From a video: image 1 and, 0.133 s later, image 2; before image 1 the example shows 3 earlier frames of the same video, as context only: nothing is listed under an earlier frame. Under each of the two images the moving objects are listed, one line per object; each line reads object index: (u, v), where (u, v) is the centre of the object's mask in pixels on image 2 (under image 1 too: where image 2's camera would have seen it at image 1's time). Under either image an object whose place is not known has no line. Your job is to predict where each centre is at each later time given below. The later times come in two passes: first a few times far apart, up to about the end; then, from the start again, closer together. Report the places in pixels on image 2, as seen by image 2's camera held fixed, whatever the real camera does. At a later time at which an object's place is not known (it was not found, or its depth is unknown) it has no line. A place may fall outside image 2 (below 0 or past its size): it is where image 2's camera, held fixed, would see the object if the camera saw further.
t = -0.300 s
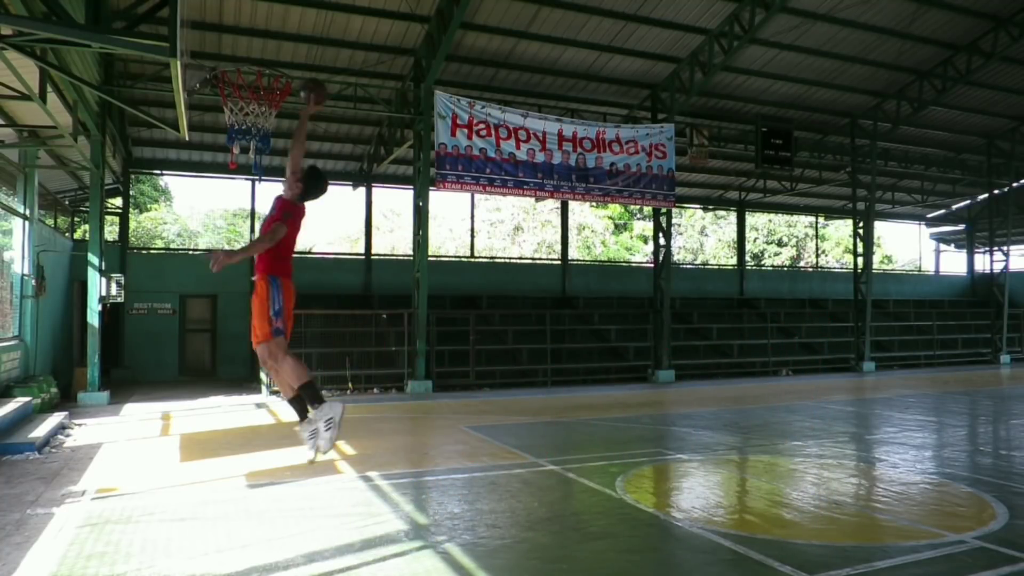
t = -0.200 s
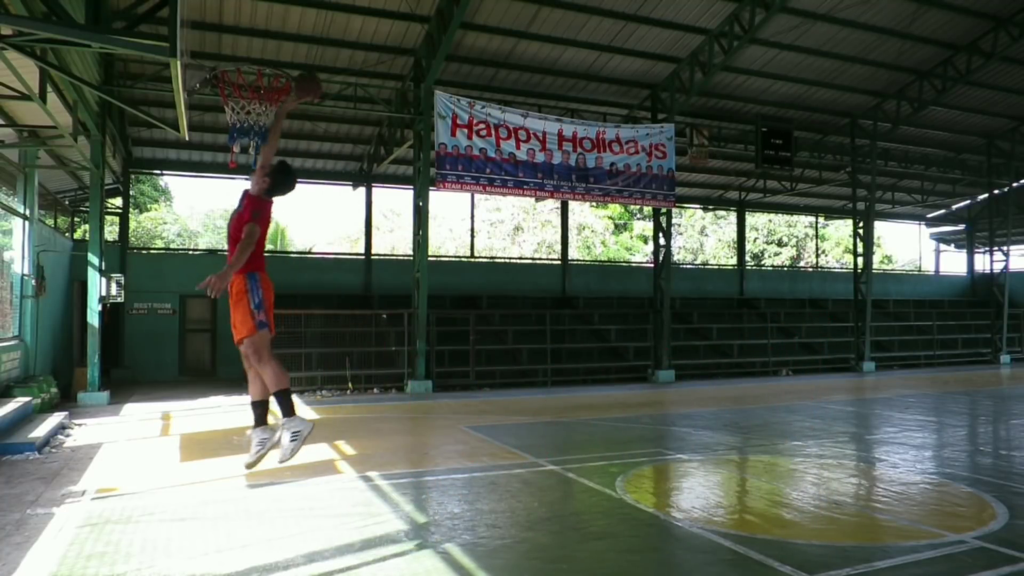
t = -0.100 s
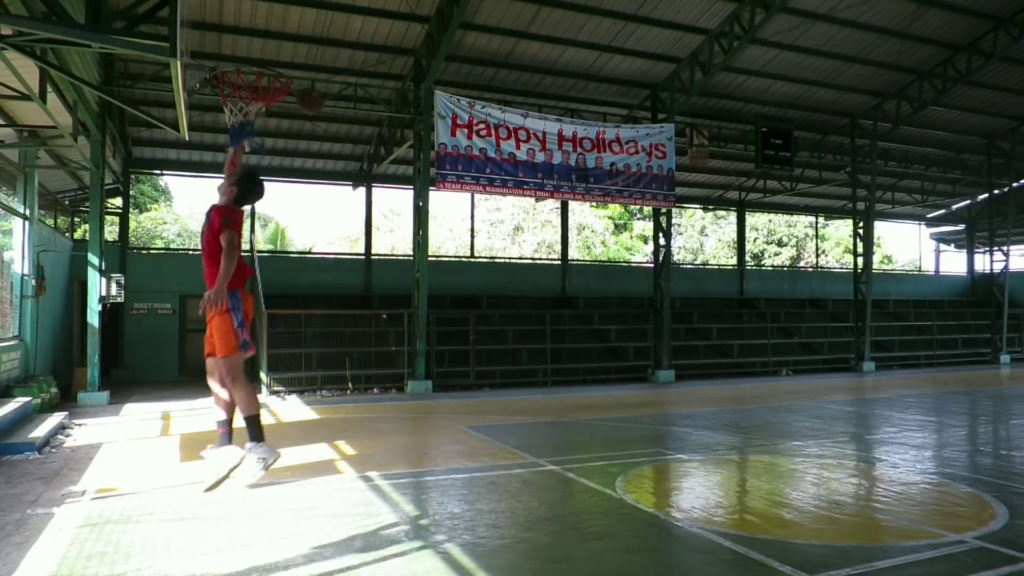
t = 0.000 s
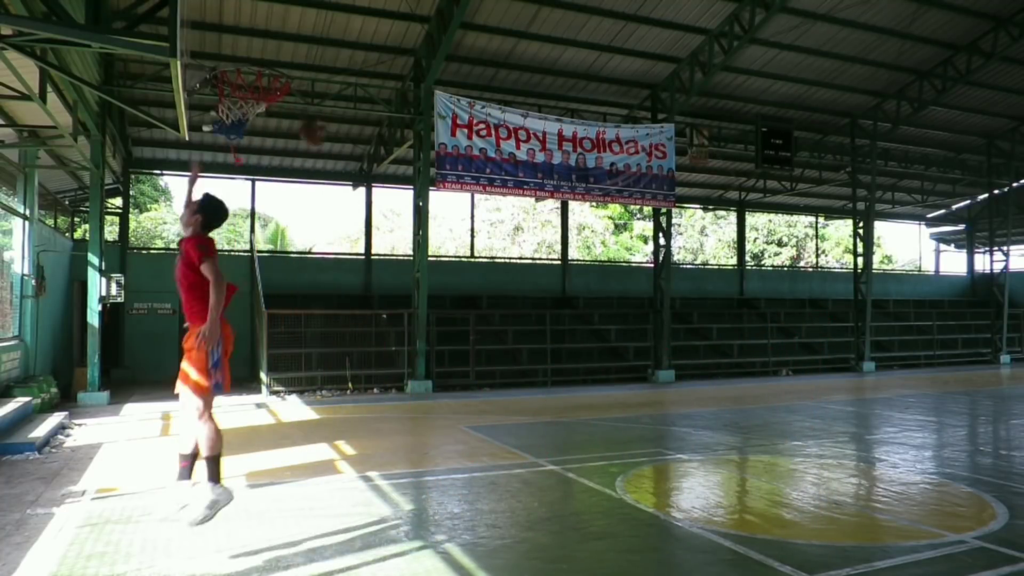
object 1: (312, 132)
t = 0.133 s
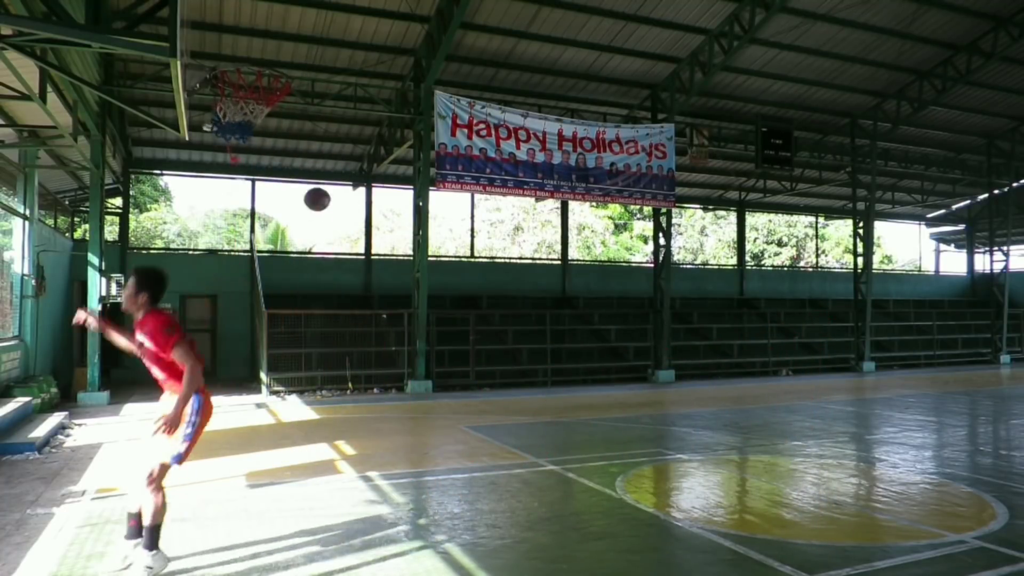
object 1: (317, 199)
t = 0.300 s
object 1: (321, 322)
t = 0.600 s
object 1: (335, 458)
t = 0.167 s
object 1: (318, 220)
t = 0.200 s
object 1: (319, 243)
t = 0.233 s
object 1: (319, 268)
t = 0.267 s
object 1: (320, 295)
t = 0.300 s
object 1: (321, 322)
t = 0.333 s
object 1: (321, 352)
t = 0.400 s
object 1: (325, 414)
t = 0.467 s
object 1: (328, 484)
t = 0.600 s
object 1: (335, 458)
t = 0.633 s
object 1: (337, 432)
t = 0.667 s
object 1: (341, 407)
